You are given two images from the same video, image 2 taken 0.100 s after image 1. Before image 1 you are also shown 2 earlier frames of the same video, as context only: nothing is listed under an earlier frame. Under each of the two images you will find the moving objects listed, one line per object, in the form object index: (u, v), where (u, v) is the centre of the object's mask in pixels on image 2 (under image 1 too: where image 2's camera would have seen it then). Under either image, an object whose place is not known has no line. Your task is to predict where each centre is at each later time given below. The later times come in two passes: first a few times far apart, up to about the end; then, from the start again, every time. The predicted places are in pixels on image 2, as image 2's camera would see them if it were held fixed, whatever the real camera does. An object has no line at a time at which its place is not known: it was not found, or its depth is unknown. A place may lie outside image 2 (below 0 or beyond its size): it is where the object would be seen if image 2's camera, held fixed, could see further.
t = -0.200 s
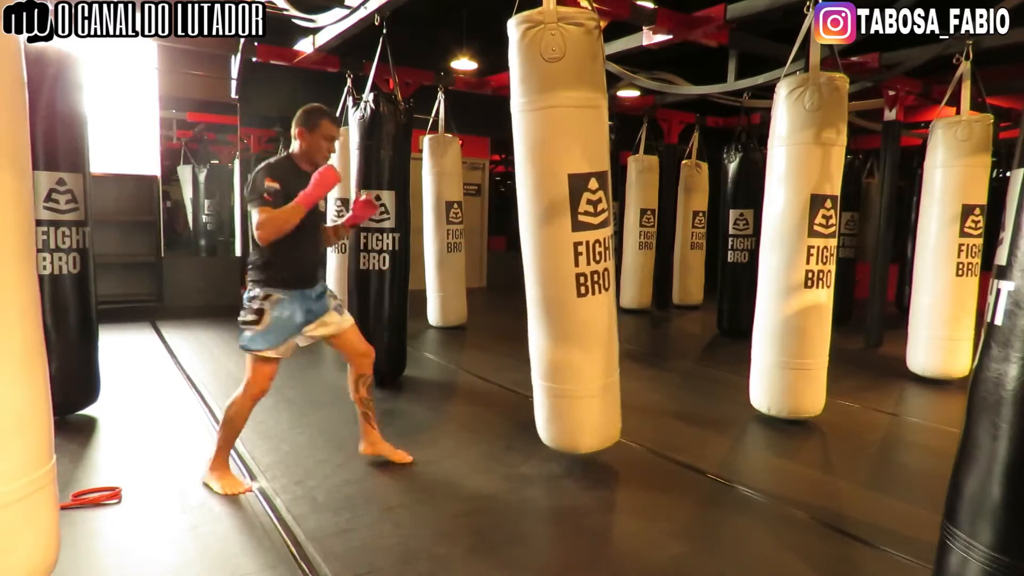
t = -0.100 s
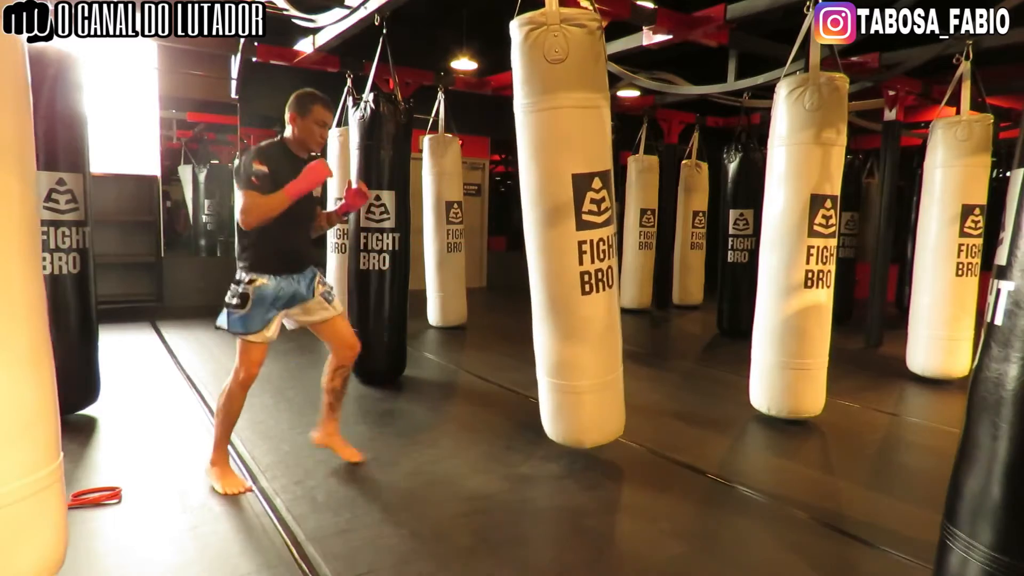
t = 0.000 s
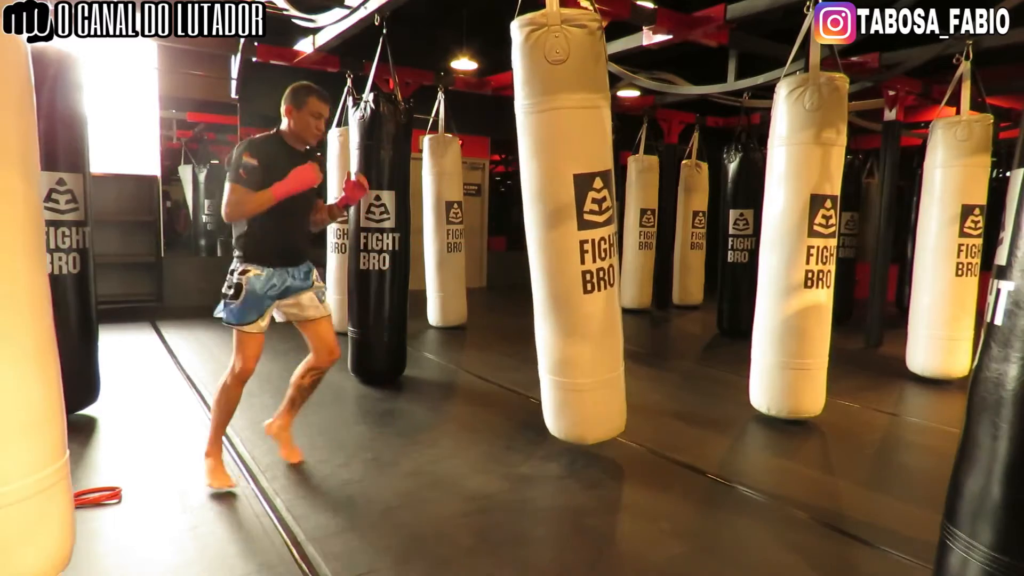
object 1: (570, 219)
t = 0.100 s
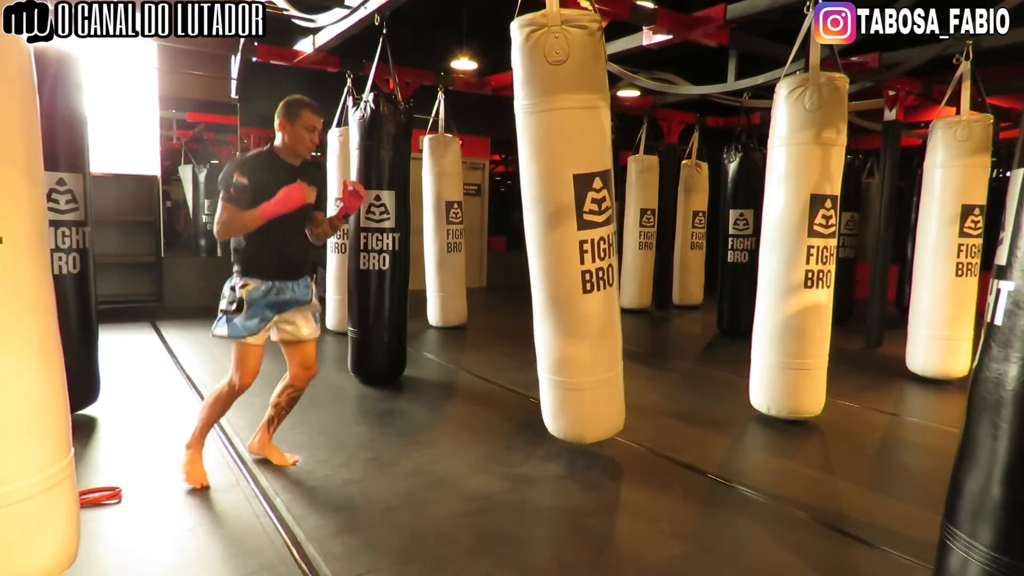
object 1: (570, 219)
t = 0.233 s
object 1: (566, 220)
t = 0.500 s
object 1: (548, 228)
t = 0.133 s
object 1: (569, 219)
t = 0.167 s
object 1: (568, 219)
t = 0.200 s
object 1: (567, 220)
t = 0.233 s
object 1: (566, 220)
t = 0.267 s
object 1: (564, 221)
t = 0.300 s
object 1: (562, 222)
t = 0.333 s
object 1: (561, 223)
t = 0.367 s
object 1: (558, 224)
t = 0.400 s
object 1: (556, 225)
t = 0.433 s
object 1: (554, 226)
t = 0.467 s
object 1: (551, 227)
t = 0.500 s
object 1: (548, 228)
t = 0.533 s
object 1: (546, 230)
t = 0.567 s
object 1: (543, 231)
